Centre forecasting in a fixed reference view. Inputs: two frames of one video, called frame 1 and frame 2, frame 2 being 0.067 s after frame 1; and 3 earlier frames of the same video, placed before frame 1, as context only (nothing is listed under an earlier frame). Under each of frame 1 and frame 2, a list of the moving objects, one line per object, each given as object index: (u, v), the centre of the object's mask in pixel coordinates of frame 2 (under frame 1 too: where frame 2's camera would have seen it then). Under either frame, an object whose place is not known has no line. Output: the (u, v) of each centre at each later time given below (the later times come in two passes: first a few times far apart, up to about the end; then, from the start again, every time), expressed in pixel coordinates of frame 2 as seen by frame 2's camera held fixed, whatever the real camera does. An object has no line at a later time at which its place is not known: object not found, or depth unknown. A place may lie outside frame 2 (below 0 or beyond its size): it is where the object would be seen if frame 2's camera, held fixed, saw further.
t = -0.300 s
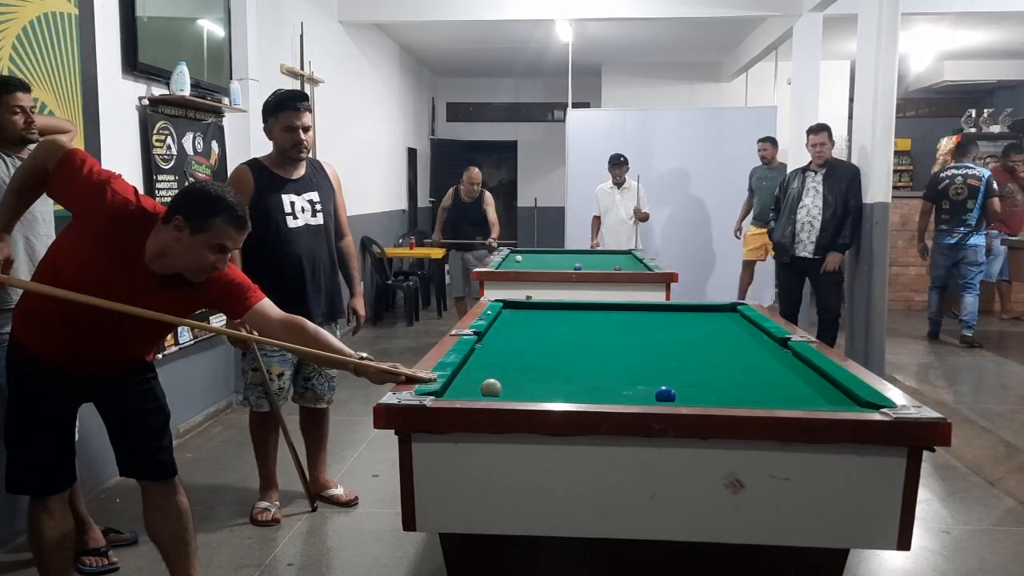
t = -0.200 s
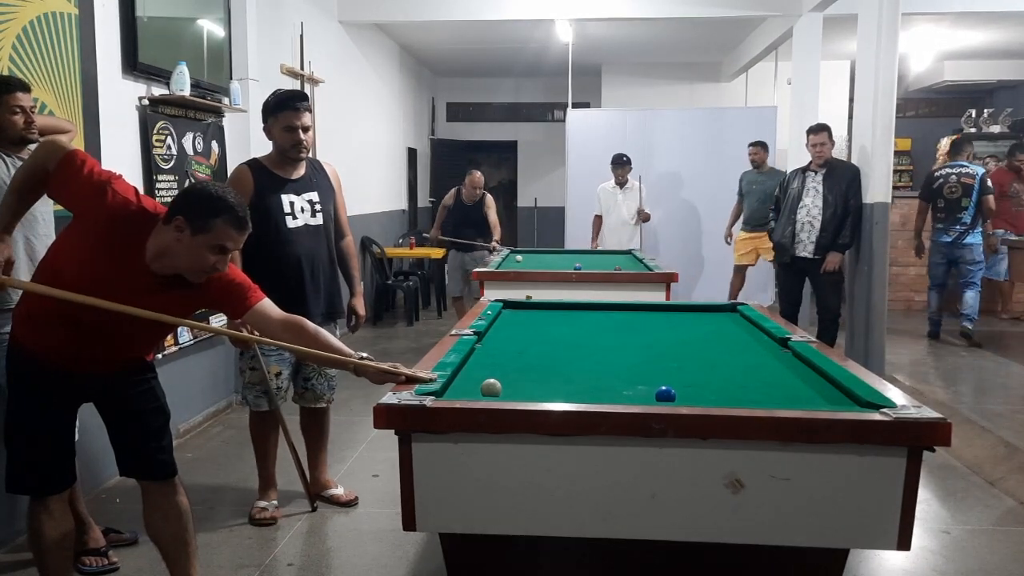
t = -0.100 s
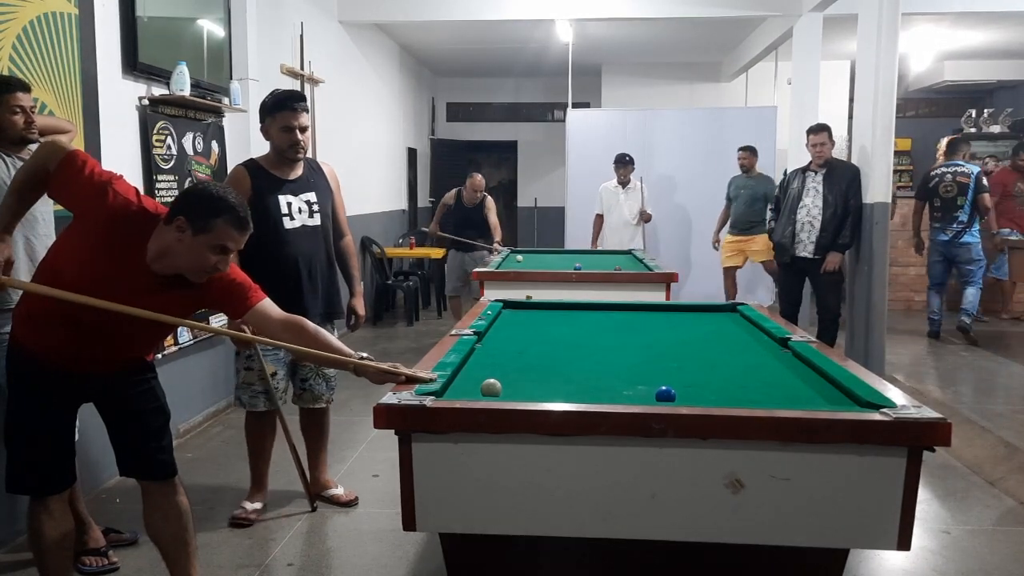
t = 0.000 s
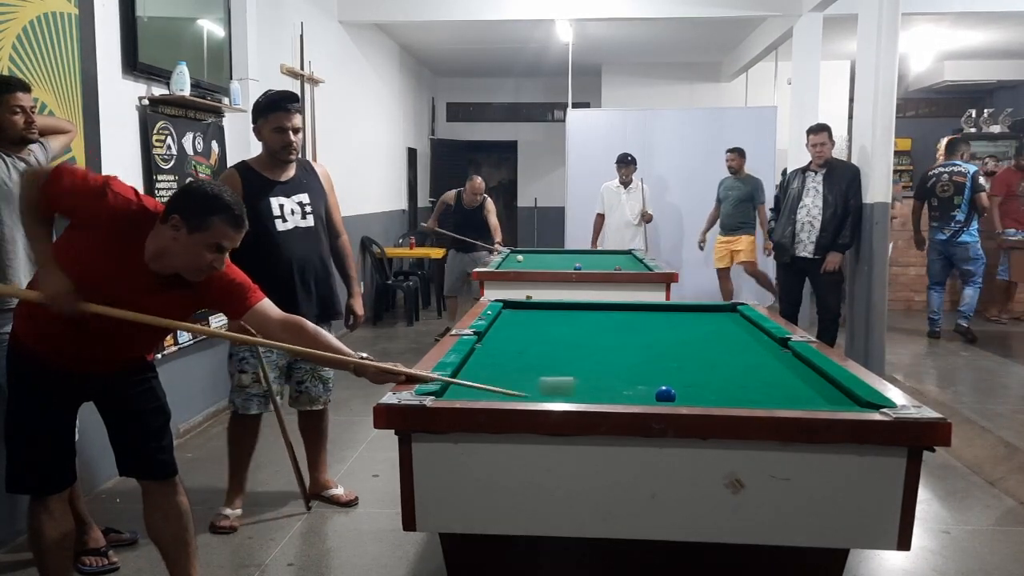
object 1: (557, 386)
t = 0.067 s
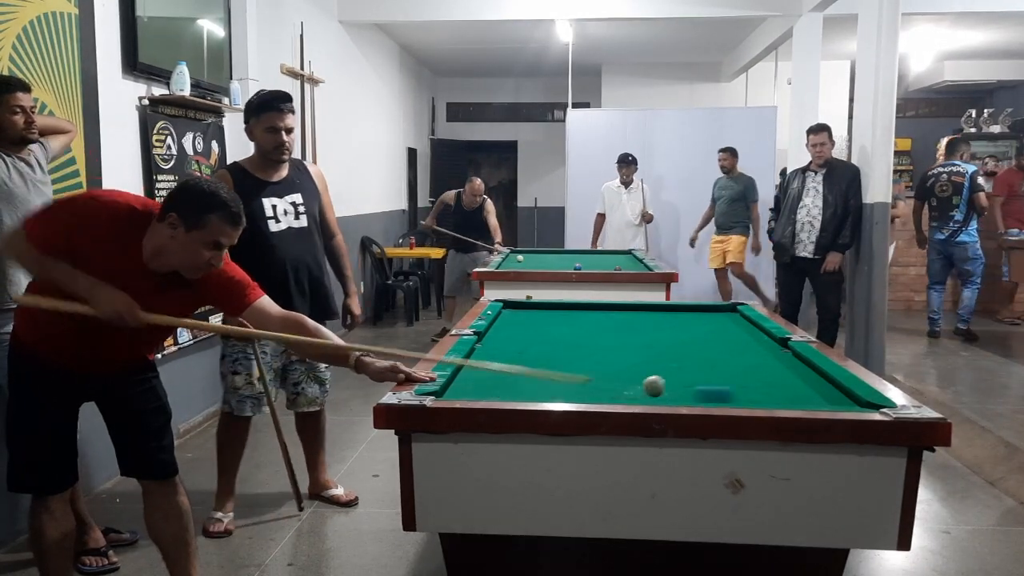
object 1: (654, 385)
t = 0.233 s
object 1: (710, 387)
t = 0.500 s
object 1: (777, 380)
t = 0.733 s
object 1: (807, 374)
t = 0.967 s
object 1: (758, 367)
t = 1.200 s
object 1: (717, 361)
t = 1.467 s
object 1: (675, 354)
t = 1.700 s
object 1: (643, 349)
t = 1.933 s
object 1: (615, 345)
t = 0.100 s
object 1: (667, 384)
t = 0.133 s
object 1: (679, 387)
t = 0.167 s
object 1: (691, 388)
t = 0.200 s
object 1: (701, 388)
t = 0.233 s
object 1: (710, 387)
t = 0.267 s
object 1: (719, 386)
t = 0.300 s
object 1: (728, 385)
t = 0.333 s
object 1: (737, 384)
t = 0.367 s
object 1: (745, 384)
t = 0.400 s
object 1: (753, 383)
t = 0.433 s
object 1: (762, 382)
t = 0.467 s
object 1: (769, 381)
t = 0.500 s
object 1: (777, 380)
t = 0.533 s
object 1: (785, 379)
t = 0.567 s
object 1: (793, 378)
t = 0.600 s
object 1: (801, 378)
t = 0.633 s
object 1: (808, 377)
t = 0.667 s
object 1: (816, 376)
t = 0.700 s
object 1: (815, 374)
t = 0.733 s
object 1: (807, 374)
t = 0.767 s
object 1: (799, 373)
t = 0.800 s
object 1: (792, 372)
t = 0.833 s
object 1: (785, 371)
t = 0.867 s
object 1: (778, 370)
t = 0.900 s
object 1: (771, 369)
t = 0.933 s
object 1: (765, 368)
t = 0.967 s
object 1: (758, 367)
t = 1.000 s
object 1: (752, 366)
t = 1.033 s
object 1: (746, 365)
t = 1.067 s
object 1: (740, 364)
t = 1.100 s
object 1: (734, 363)
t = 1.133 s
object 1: (728, 362)
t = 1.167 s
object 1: (722, 362)
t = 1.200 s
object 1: (717, 361)
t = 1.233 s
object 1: (711, 360)
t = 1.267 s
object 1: (706, 359)
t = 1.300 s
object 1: (700, 358)
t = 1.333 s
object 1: (695, 357)
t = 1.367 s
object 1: (690, 357)
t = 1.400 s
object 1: (685, 356)
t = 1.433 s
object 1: (680, 355)
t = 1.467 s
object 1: (675, 354)
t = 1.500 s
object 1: (670, 354)
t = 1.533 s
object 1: (665, 353)
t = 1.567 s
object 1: (661, 352)
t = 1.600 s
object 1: (656, 352)
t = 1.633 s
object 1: (652, 351)
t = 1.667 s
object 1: (647, 350)
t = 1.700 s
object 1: (643, 349)
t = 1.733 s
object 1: (639, 349)
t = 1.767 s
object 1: (634, 348)
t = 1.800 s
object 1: (630, 348)
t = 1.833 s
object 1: (626, 347)
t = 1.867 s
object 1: (622, 346)
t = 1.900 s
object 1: (618, 346)
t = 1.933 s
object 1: (615, 345)
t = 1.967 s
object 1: (611, 344)
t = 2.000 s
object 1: (607, 344)
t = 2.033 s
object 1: (603, 343)
